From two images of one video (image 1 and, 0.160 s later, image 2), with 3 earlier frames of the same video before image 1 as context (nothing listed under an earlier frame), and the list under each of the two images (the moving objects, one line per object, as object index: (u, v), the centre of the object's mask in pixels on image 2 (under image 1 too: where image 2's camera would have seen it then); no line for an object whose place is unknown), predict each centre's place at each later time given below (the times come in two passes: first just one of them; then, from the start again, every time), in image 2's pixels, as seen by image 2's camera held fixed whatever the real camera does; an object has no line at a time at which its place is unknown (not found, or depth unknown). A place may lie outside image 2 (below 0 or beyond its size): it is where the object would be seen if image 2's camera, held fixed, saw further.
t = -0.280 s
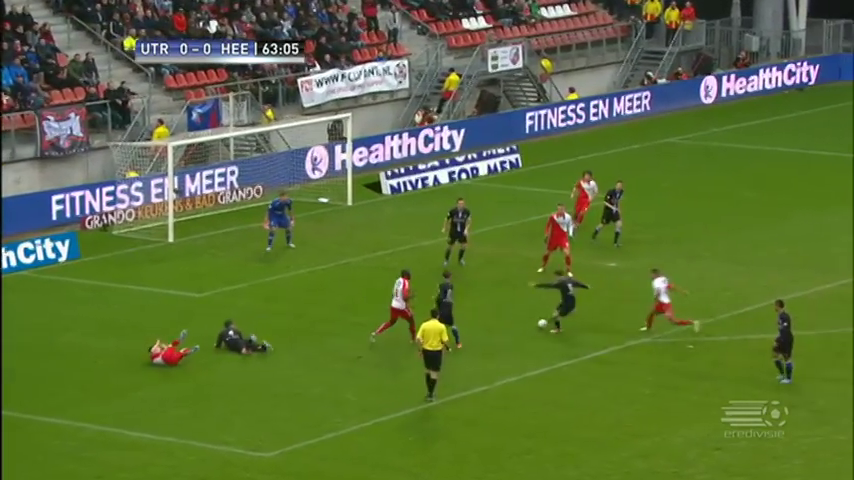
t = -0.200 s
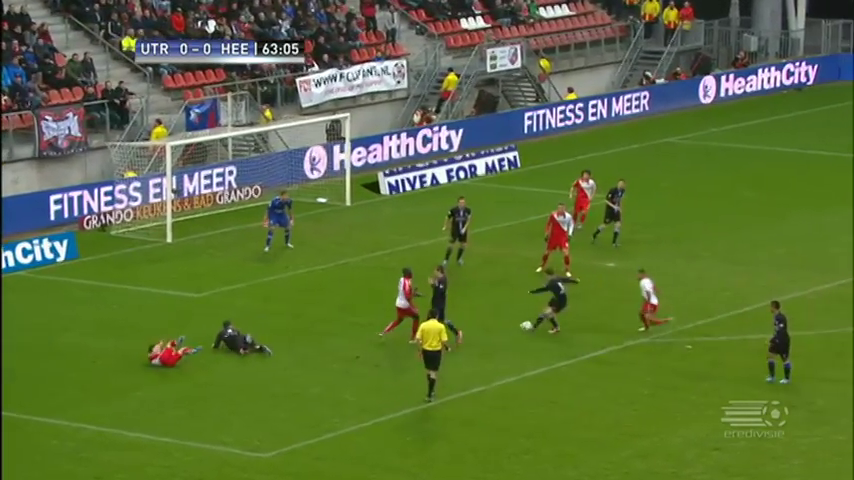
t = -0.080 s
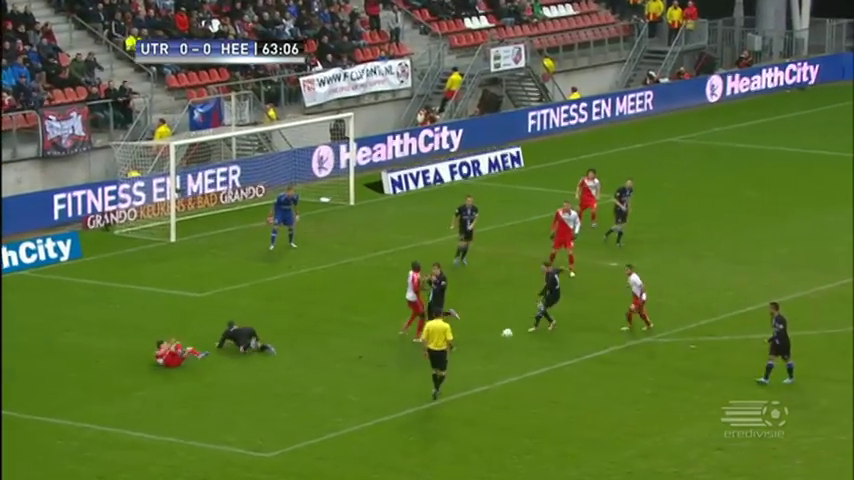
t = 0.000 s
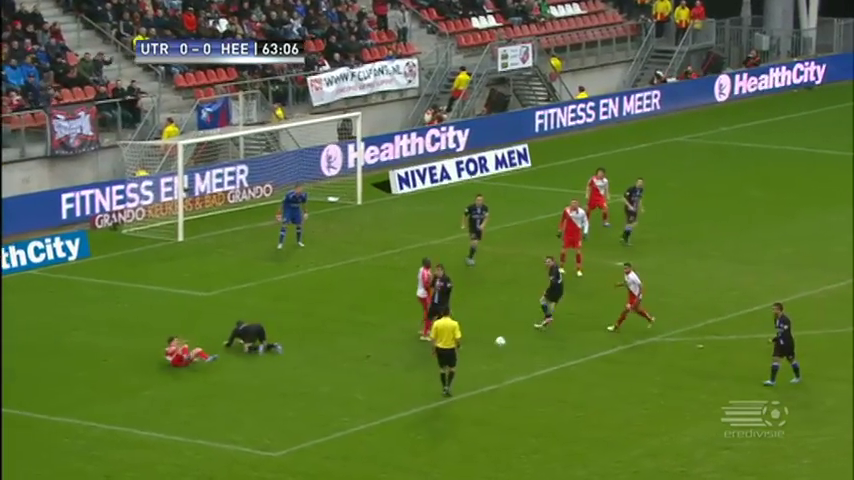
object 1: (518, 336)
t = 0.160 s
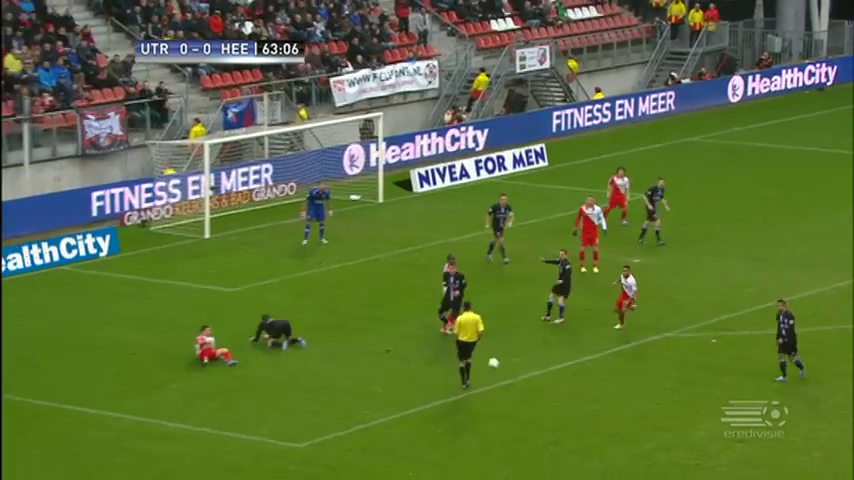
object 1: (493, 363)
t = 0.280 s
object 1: (477, 391)
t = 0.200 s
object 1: (487, 371)
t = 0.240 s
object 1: (482, 381)
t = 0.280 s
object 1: (477, 391)
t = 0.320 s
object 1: (472, 403)
